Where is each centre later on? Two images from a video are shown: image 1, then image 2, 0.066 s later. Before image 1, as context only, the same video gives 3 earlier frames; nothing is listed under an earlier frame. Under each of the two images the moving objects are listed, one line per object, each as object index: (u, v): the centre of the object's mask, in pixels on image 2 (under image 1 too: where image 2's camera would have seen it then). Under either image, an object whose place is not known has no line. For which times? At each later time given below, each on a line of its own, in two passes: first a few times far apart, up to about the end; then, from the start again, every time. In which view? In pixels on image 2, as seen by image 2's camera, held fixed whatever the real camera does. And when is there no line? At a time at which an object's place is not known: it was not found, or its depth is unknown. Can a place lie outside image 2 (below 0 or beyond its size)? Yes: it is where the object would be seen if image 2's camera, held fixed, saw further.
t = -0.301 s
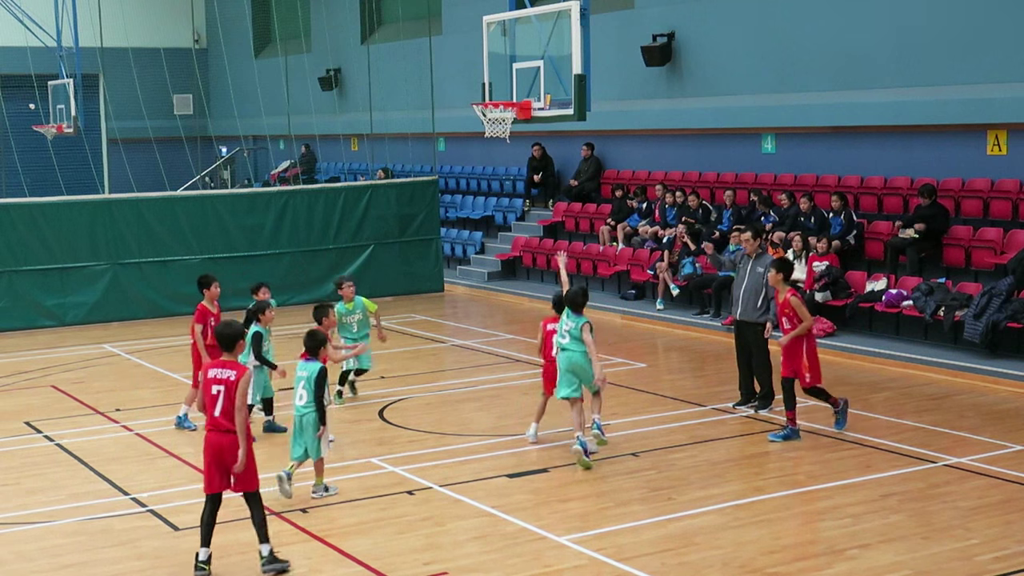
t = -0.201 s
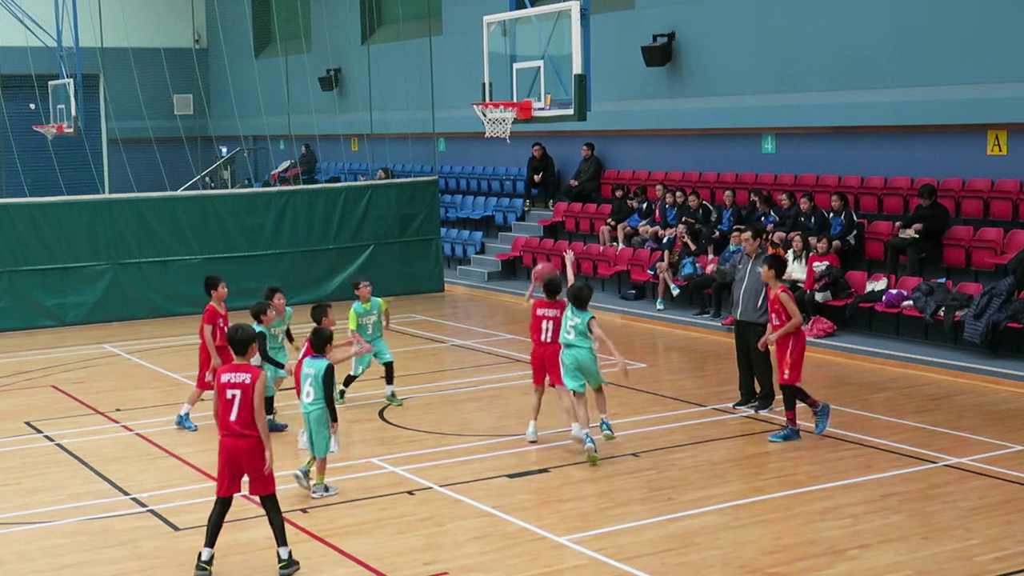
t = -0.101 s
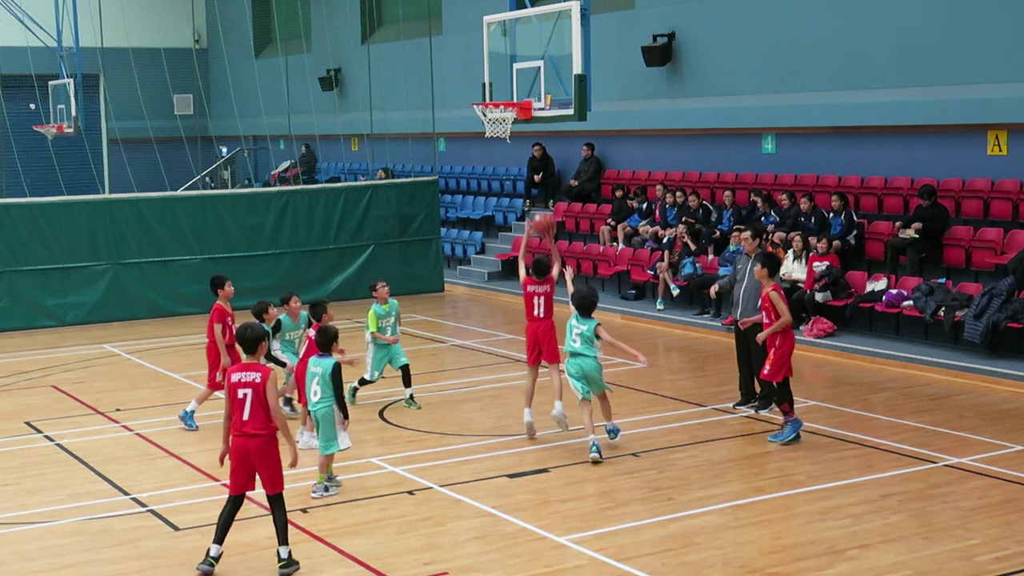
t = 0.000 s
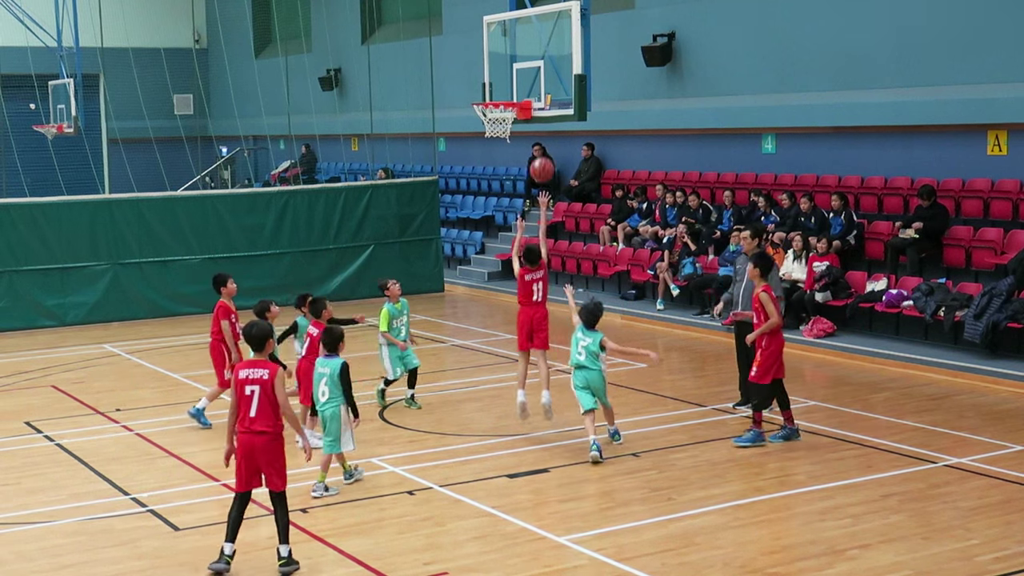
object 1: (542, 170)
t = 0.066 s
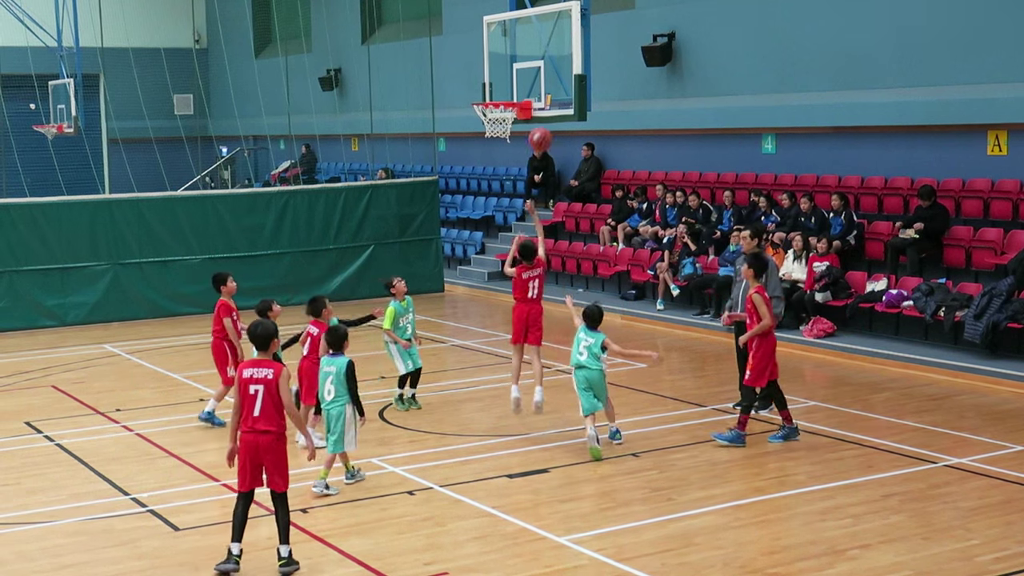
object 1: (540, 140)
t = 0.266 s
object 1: (536, 77)
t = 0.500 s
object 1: (532, 59)
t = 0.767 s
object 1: (498, 96)
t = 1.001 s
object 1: (484, 137)
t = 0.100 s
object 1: (539, 126)
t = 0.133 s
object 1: (538, 113)
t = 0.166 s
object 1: (538, 102)
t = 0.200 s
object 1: (537, 92)
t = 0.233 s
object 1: (536, 84)
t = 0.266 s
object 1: (536, 77)
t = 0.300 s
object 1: (535, 71)
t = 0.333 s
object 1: (535, 66)
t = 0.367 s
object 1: (534, 62)
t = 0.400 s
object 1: (533, 60)
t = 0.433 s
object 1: (533, 59)
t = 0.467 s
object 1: (533, 58)
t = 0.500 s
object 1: (532, 59)
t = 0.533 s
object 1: (527, 60)
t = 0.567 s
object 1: (522, 63)
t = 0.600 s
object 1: (518, 66)
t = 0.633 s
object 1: (514, 71)
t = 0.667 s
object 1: (510, 77)
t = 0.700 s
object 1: (505, 84)
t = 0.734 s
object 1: (501, 92)
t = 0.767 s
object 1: (498, 96)
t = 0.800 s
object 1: (494, 111)
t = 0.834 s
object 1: (490, 116)
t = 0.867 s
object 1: (485, 125)
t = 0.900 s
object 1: (488, 129)
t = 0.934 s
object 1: (488, 131)
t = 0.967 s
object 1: (485, 135)
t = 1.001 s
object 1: (484, 137)
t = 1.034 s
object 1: (485, 141)
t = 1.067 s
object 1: (486, 147)
